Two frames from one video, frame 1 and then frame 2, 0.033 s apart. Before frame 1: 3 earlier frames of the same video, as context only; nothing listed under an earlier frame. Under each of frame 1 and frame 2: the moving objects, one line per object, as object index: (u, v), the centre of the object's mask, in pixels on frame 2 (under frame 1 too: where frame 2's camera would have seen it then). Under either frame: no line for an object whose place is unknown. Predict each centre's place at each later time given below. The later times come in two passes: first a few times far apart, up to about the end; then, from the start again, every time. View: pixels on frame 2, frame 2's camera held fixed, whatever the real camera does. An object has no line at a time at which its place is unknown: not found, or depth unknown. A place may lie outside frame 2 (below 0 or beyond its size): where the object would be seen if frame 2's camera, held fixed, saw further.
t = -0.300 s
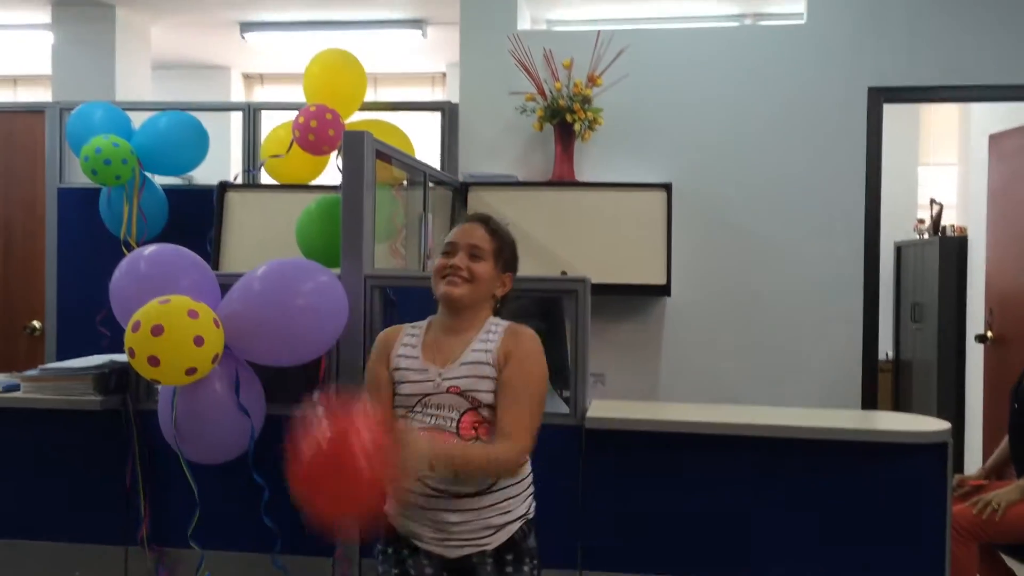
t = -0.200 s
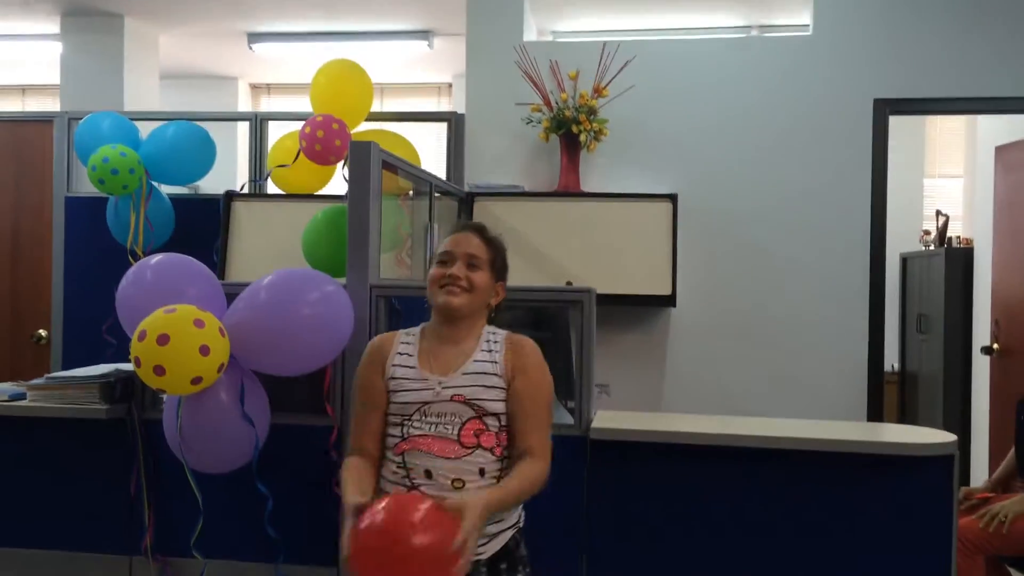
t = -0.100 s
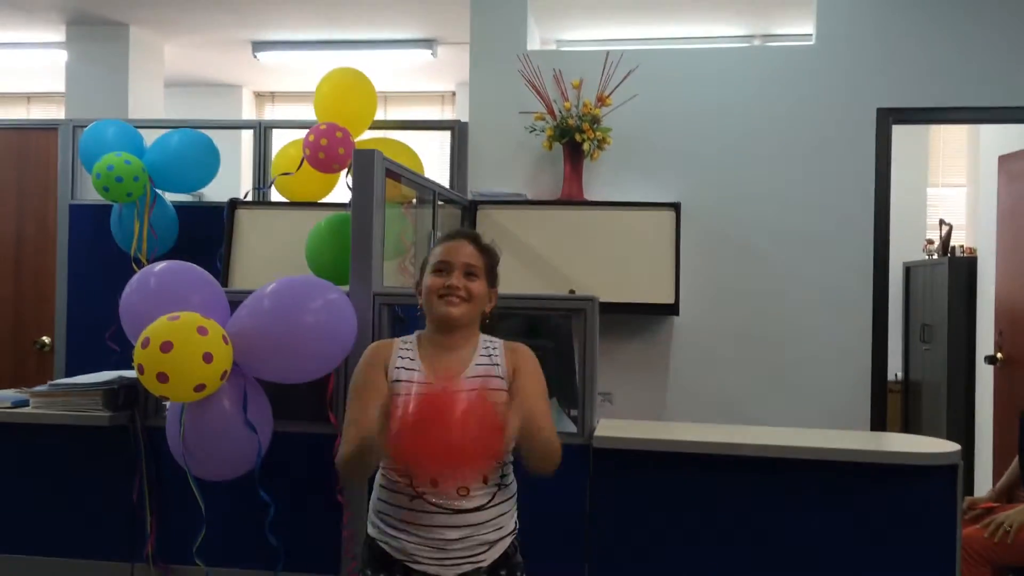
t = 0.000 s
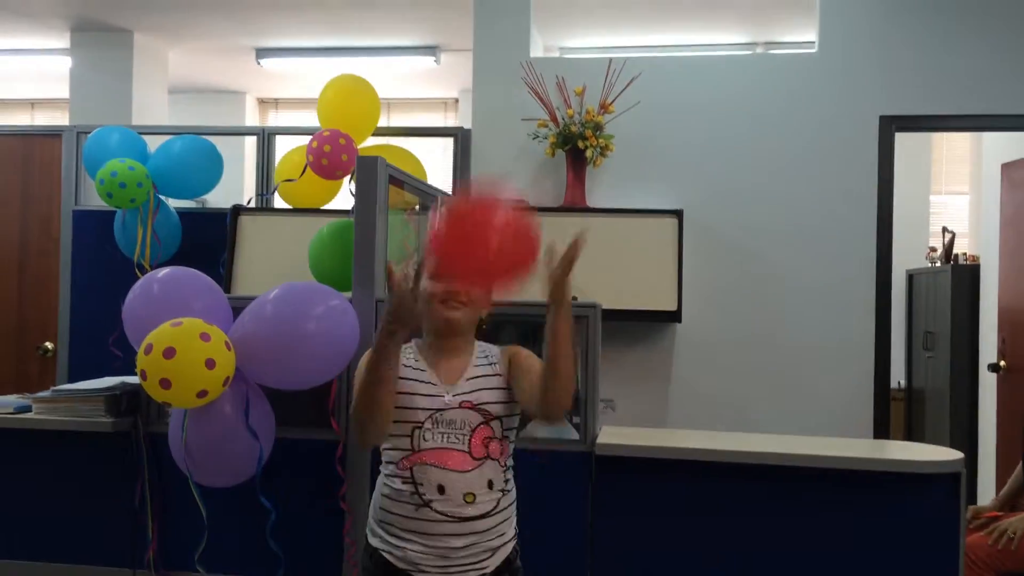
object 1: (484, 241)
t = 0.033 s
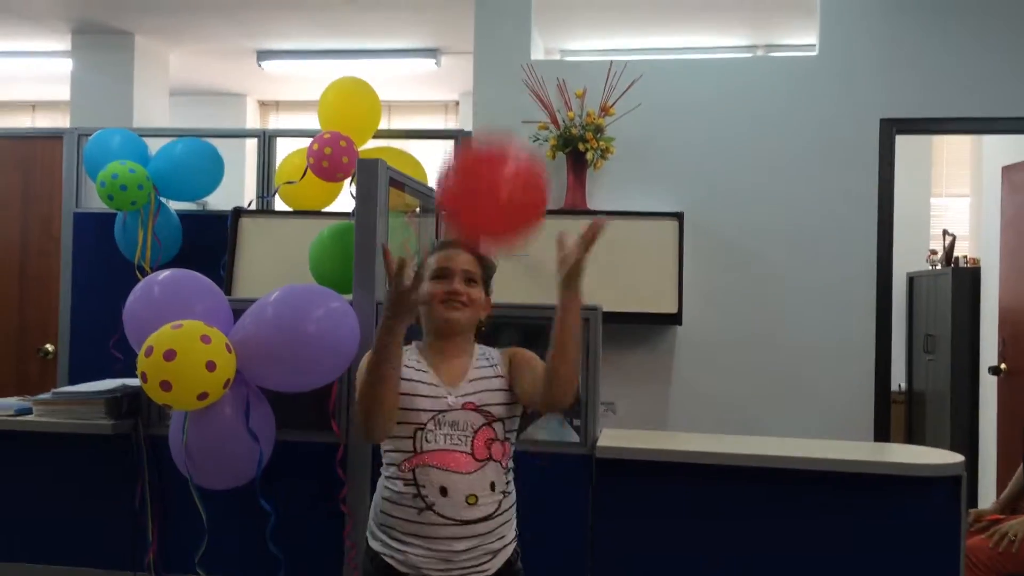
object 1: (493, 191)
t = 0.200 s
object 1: (530, 32)
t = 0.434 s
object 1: (564, 57)
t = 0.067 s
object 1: (502, 145)
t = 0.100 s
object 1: (509, 107)
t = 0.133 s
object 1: (516, 76)
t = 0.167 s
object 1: (523, 51)
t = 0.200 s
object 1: (530, 32)
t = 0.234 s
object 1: (536, 19)
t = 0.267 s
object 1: (542, 12)
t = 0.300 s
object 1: (546, 10)
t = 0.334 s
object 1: (551, 14)
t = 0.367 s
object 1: (556, 24)
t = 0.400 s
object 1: (560, 38)
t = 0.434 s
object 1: (564, 57)
